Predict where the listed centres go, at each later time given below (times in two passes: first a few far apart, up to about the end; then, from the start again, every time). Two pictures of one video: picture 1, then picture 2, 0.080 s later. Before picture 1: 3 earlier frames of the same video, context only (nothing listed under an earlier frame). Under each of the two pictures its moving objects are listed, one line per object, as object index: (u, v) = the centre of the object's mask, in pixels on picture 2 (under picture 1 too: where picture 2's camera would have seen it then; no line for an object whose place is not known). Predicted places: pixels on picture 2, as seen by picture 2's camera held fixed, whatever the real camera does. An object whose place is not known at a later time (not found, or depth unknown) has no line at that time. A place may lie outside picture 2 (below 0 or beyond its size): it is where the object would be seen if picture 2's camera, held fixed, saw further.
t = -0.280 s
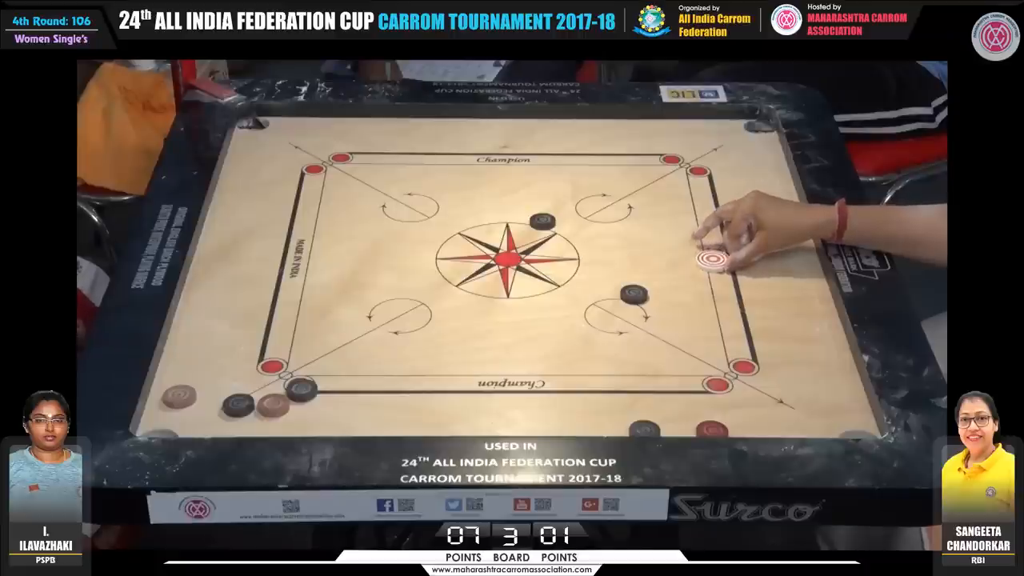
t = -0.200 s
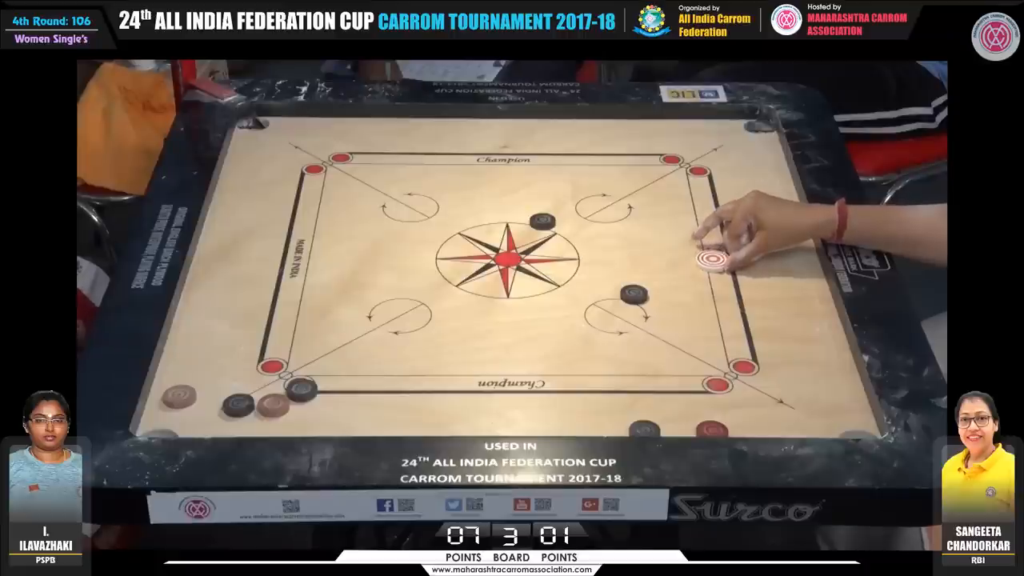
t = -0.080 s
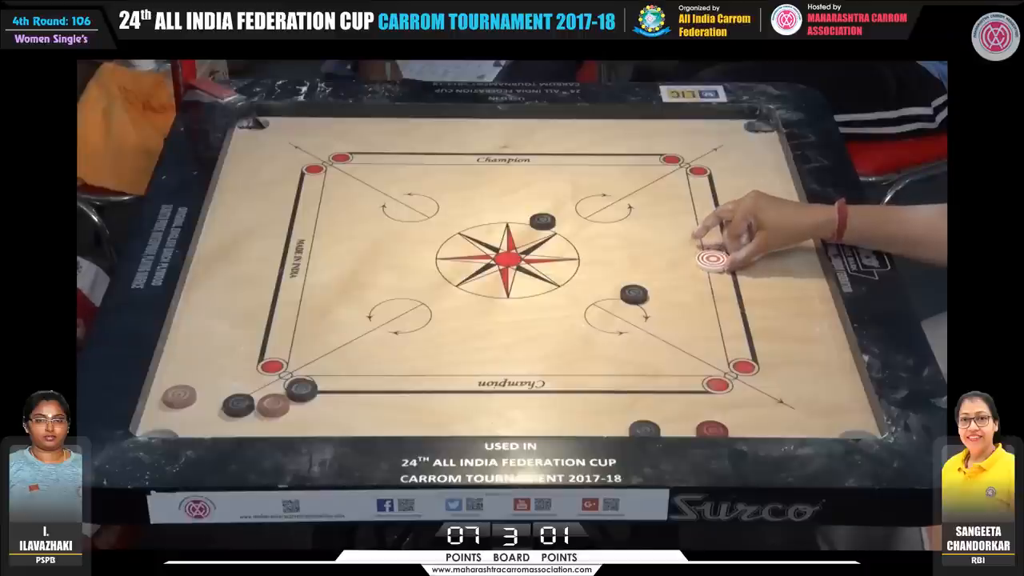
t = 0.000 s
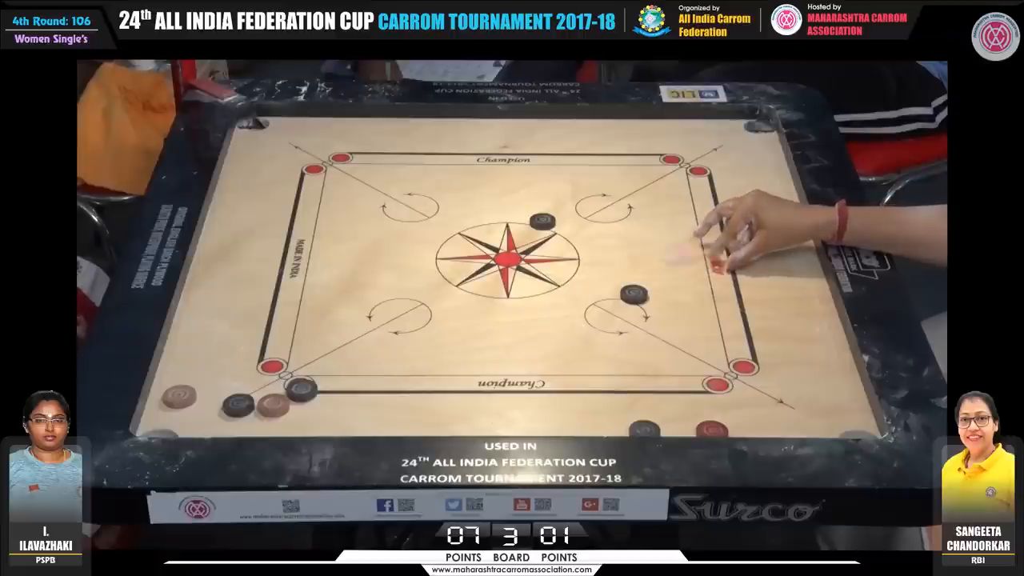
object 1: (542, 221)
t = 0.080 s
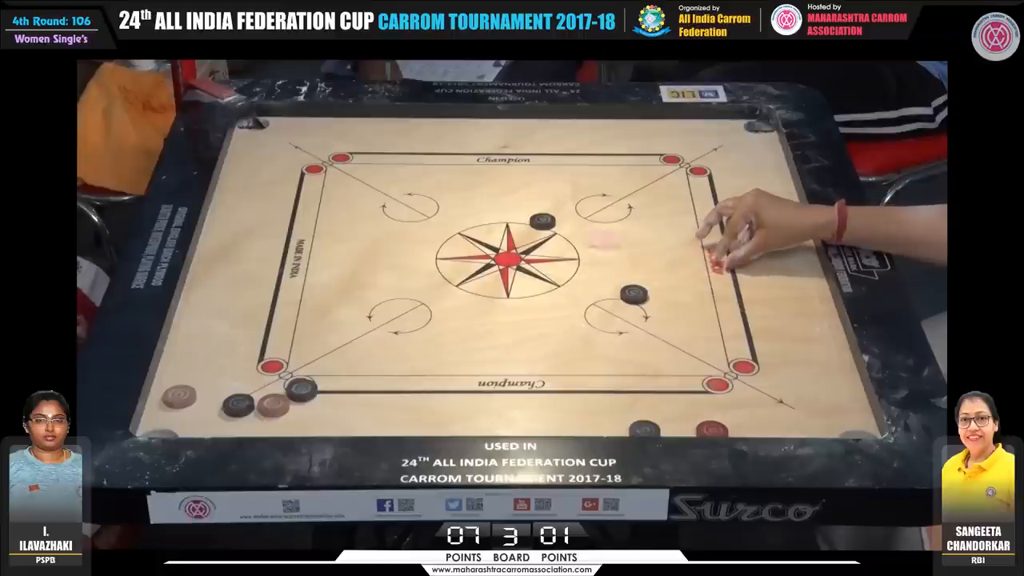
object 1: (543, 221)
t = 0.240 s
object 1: (445, 186)
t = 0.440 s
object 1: (326, 144)
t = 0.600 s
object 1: (258, 123)
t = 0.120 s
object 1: (542, 221)
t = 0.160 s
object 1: (507, 208)
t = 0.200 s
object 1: (475, 197)
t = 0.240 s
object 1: (445, 186)
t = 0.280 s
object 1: (419, 176)
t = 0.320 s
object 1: (394, 167)
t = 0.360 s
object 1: (370, 159)
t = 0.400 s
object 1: (348, 151)
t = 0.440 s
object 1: (326, 144)
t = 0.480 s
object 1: (307, 137)
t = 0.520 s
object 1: (290, 131)
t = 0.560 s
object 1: (273, 125)
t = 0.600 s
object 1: (258, 123)
